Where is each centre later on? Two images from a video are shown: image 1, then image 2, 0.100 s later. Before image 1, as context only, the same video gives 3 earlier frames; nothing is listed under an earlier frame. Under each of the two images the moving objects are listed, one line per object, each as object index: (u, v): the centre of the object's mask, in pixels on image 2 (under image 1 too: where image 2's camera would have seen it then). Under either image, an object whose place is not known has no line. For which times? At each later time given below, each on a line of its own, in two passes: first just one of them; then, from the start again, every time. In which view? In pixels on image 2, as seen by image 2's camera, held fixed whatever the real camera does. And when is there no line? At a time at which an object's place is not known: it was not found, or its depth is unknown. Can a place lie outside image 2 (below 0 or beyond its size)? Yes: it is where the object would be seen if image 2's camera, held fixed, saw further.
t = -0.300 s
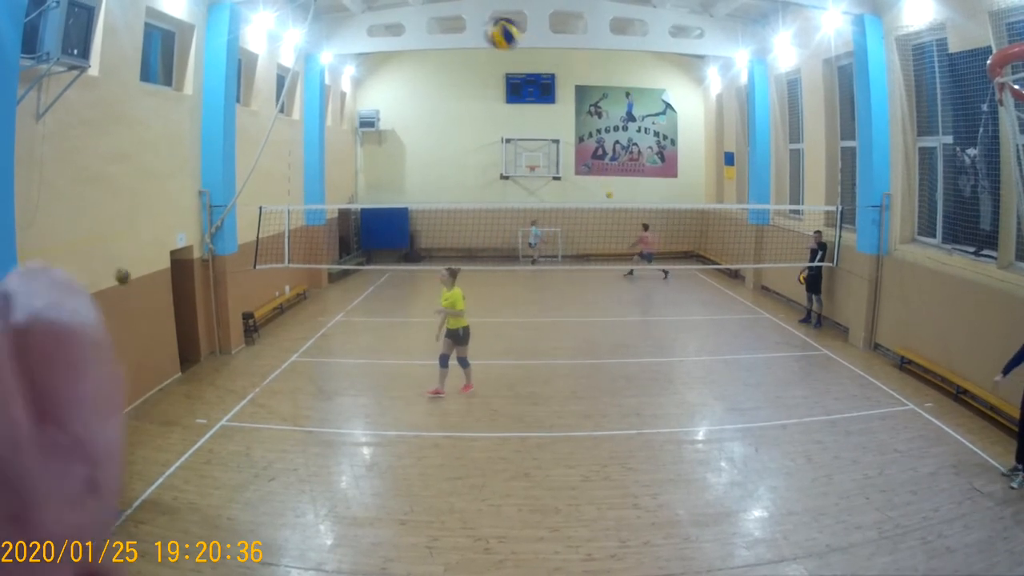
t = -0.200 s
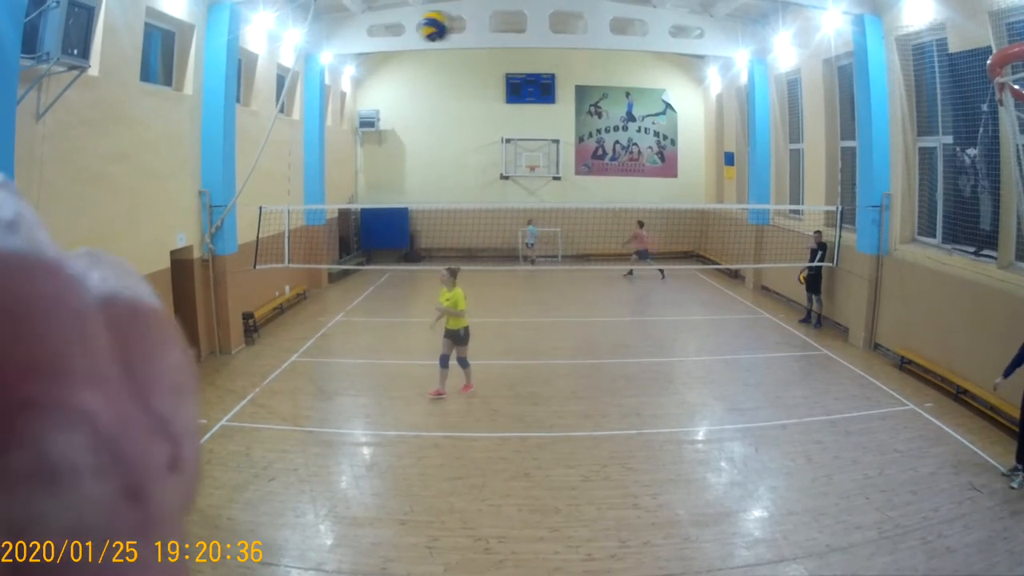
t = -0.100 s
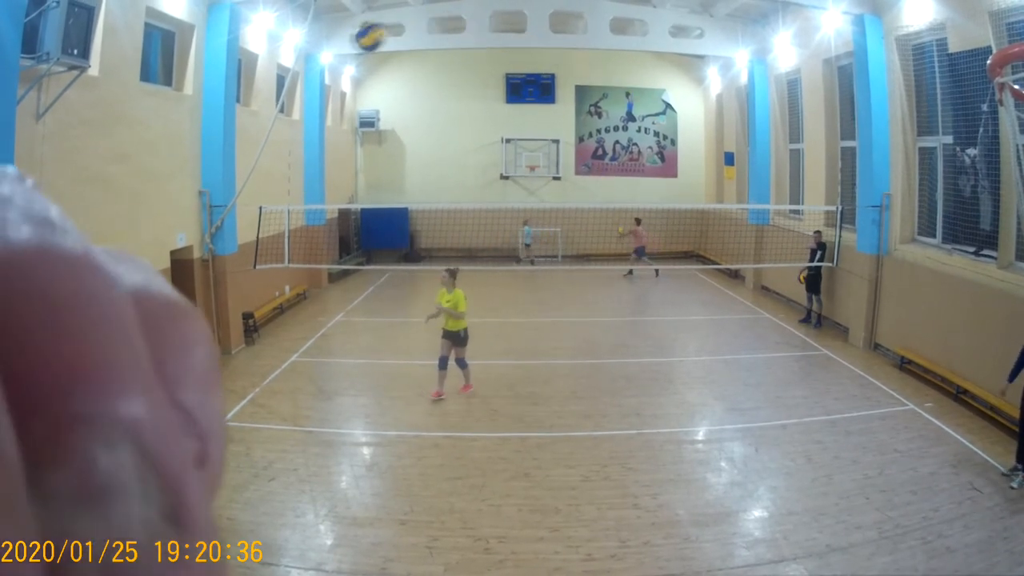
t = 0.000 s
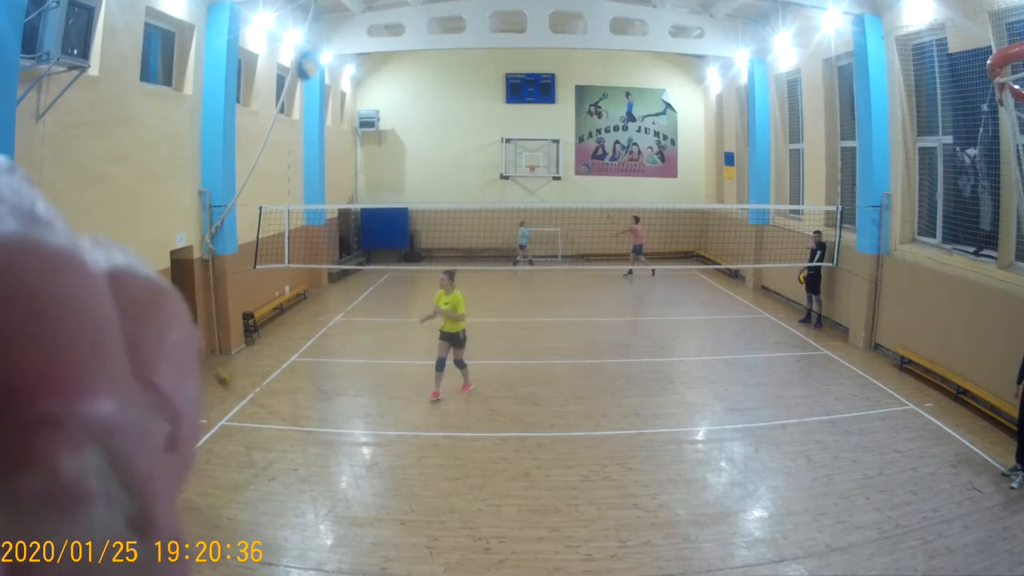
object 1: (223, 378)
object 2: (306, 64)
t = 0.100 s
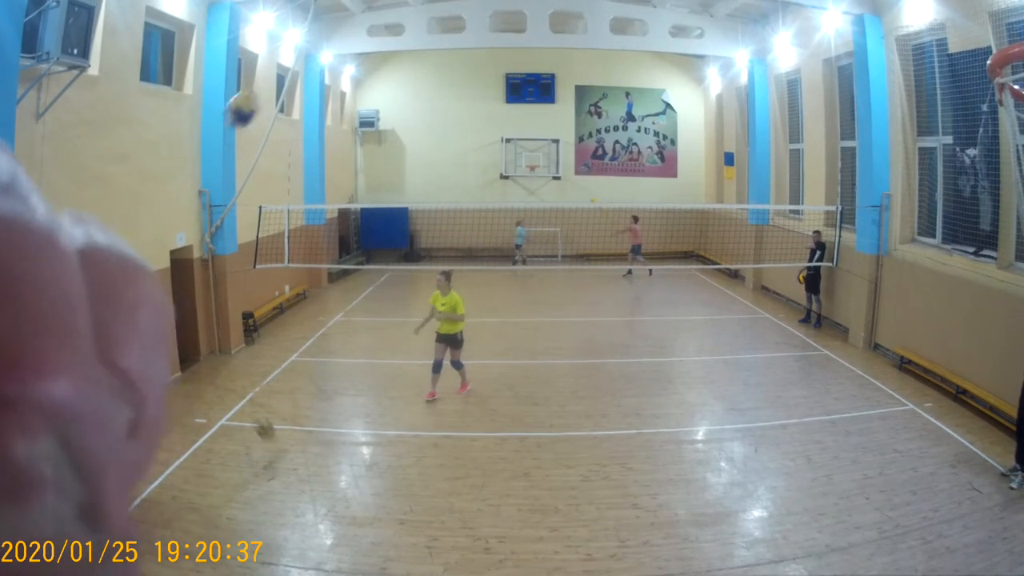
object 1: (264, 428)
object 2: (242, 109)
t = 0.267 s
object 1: (307, 404)
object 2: (153, 222)
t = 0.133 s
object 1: (280, 449)
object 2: (222, 129)
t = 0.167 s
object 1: (286, 438)
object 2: (207, 146)
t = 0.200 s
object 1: (292, 426)
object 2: (187, 172)
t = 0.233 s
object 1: (300, 415)
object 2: (171, 193)
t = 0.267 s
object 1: (307, 404)
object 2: (153, 222)
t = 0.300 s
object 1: (315, 396)
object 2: (141, 245)
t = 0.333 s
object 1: (322, 387)
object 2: (130, 271)
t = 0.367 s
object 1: (331, 378)
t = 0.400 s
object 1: (340, 372)
